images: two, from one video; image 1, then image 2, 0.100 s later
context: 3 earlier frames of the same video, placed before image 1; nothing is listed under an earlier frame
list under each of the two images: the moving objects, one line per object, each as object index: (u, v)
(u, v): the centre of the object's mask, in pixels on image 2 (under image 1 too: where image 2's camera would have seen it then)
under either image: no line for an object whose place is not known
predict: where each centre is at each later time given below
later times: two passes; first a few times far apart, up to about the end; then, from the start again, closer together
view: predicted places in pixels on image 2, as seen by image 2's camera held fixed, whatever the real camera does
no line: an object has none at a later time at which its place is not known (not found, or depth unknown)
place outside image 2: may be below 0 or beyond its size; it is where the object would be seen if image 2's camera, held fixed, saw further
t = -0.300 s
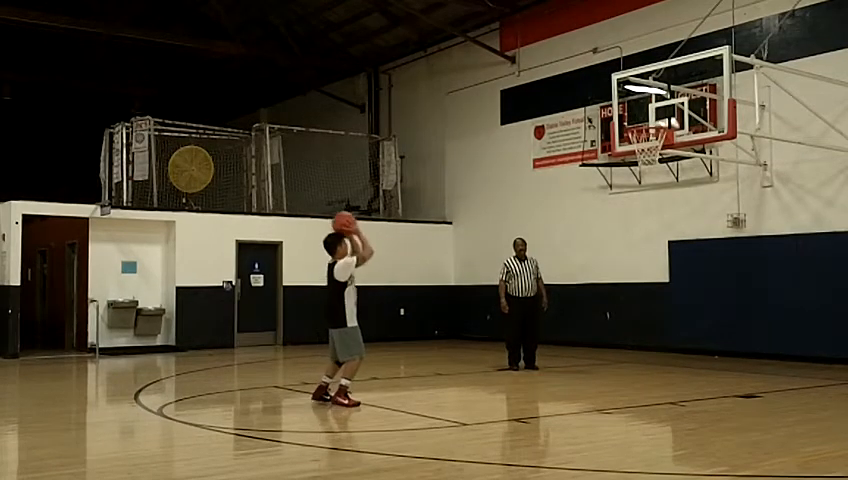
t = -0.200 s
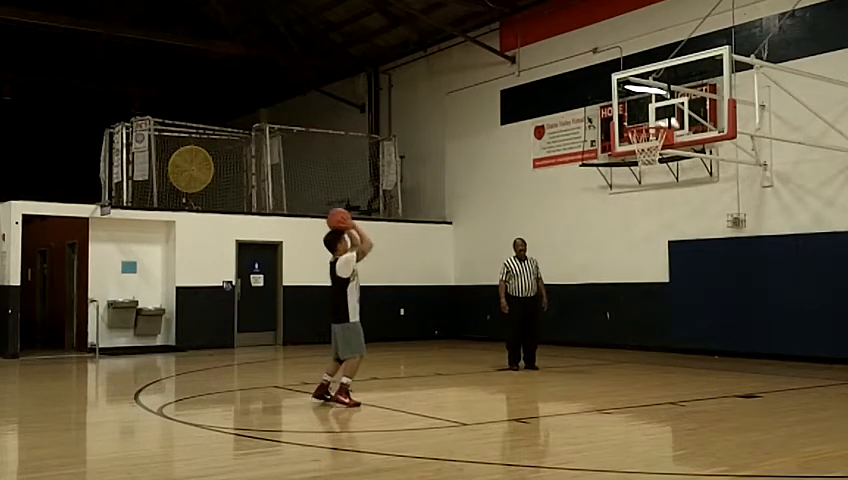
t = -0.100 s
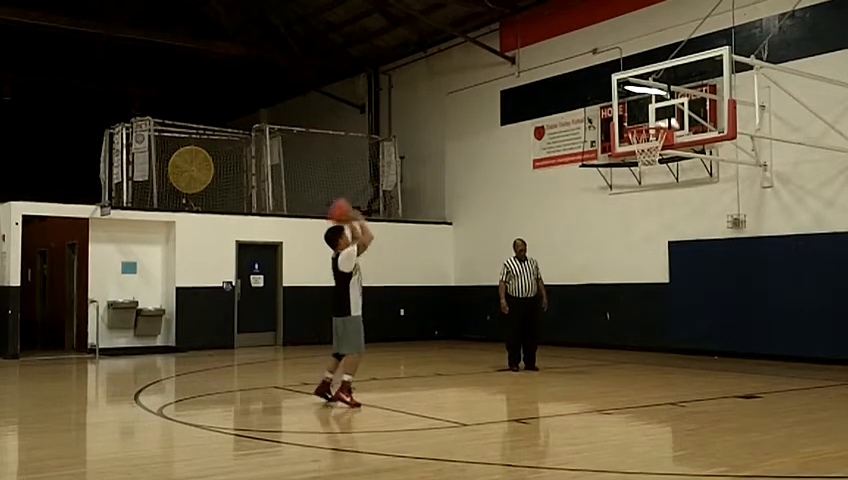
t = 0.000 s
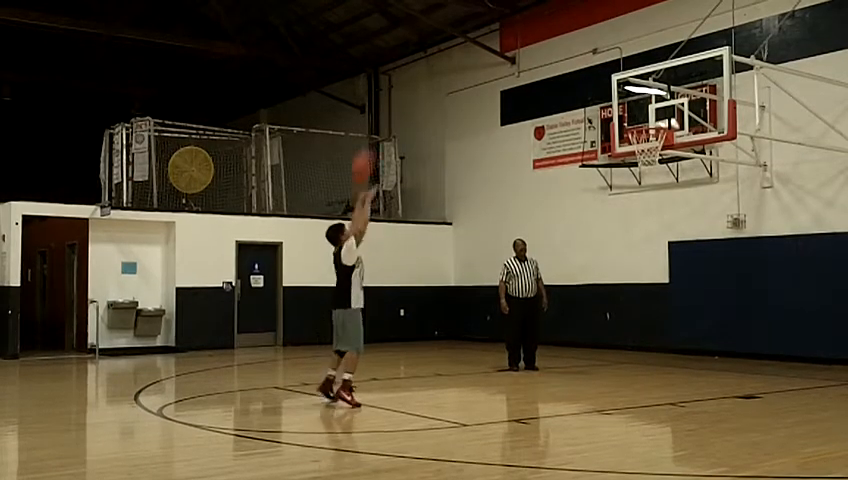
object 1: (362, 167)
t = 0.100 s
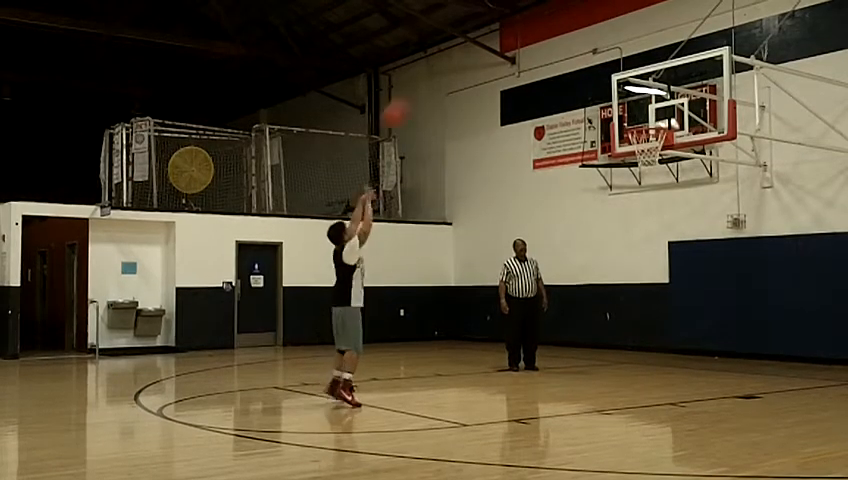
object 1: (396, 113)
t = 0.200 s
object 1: (425, 74)
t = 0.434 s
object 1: (489, 25)
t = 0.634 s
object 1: (539, 21)
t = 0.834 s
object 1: (585, 50)
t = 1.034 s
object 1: (631, 108)
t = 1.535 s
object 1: (662, 152)
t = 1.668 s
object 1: (663, 161)
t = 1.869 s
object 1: (663, 202)
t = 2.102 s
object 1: (664, 290)
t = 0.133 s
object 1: (403, 100)
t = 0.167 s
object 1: (414, 85)
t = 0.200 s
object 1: (425, 74)
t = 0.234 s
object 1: (435, 64)
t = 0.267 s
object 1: (443, 54)
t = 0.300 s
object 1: (452, 45)
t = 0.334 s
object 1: (463, 37)
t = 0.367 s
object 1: (471, 33)
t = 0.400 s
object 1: (481, 28)
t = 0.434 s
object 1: (489, 25)
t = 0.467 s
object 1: (498, 21)
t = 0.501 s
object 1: (506, 20)
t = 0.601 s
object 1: (531, 20)
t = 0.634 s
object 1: (539, 21)
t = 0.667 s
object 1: (547, 24)
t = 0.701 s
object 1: (555, 26)
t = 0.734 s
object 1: (563, 31)
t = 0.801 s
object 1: (578, 42)
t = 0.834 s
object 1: (585, 50)
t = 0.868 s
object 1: (594, 59)
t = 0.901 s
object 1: (601, 68)
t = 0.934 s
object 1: (606, 74)
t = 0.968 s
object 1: (614, 86)
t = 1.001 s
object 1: (623, 96)
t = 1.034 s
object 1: (631, 108)
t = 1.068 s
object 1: (635, 118)
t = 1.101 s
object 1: (640, 121)
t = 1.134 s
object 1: (645, 122)
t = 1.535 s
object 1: (662, 152)
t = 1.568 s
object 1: (663, 152)
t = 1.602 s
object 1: (662, 153)
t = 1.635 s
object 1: (663, 157)
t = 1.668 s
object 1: (663, 161)
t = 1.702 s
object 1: (663, 165)
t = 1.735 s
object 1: (663, 170)
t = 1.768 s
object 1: (663, 178)
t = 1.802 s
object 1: (663, 185)
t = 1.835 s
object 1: (663, 193)
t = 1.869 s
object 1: (663, 202)
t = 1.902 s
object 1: (663, 211)
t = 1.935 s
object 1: (664, 222)
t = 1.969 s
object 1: (664, 233)
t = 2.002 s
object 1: (664, 245)
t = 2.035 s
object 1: (663, 259)
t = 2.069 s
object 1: (664, 272)
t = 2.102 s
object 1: (664, 290)
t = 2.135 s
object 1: (665, 303)
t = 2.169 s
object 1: (665, 320)
